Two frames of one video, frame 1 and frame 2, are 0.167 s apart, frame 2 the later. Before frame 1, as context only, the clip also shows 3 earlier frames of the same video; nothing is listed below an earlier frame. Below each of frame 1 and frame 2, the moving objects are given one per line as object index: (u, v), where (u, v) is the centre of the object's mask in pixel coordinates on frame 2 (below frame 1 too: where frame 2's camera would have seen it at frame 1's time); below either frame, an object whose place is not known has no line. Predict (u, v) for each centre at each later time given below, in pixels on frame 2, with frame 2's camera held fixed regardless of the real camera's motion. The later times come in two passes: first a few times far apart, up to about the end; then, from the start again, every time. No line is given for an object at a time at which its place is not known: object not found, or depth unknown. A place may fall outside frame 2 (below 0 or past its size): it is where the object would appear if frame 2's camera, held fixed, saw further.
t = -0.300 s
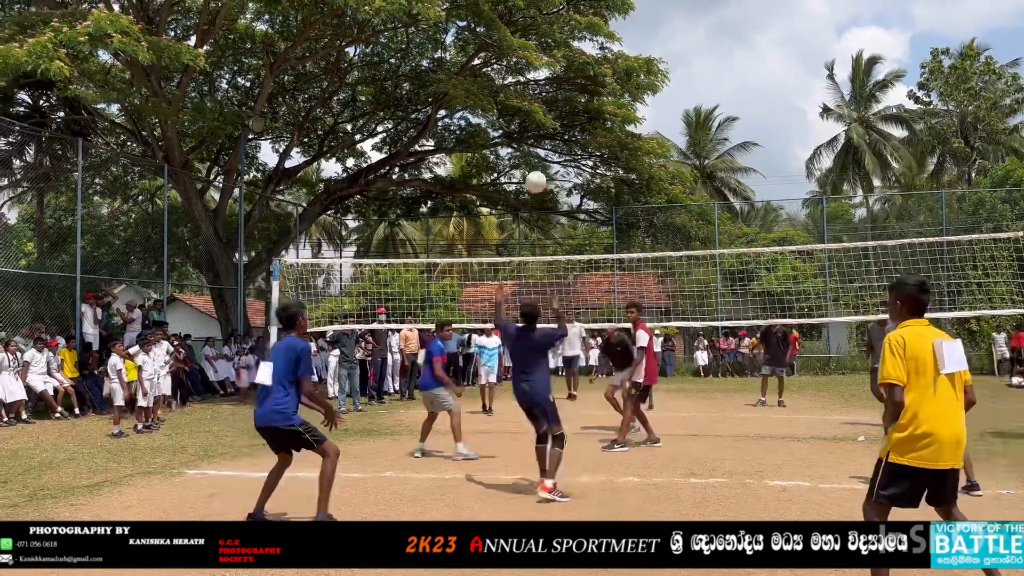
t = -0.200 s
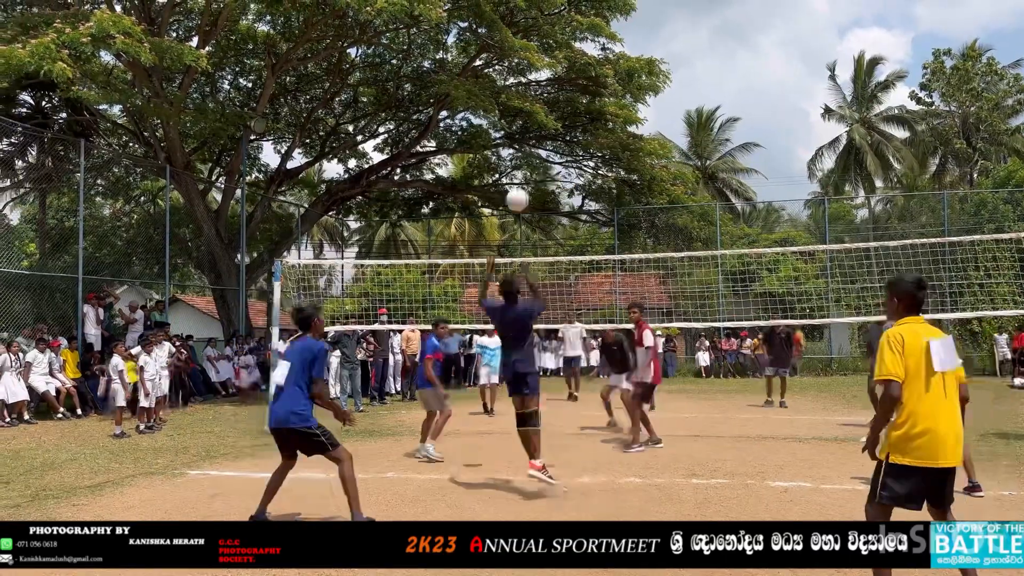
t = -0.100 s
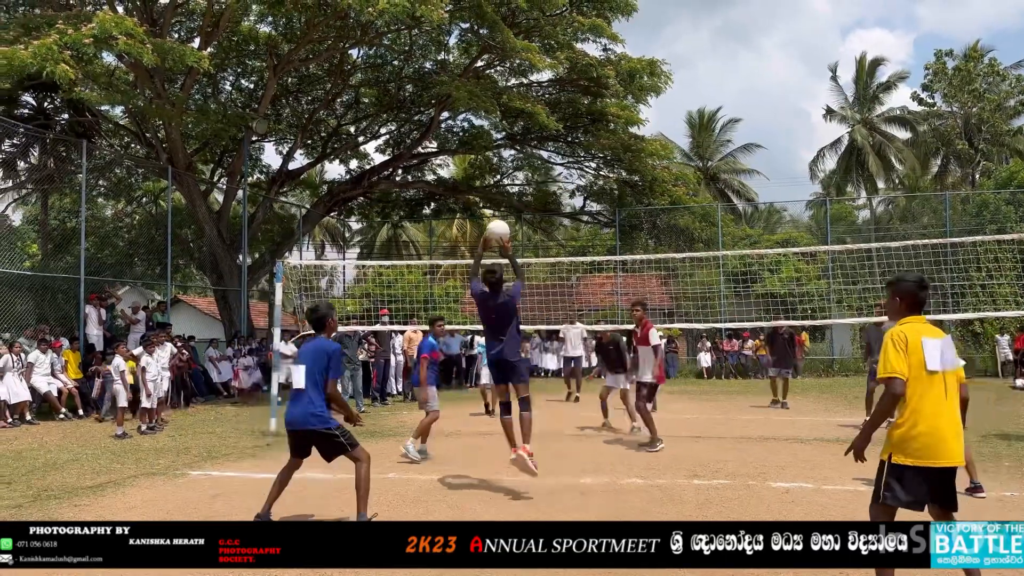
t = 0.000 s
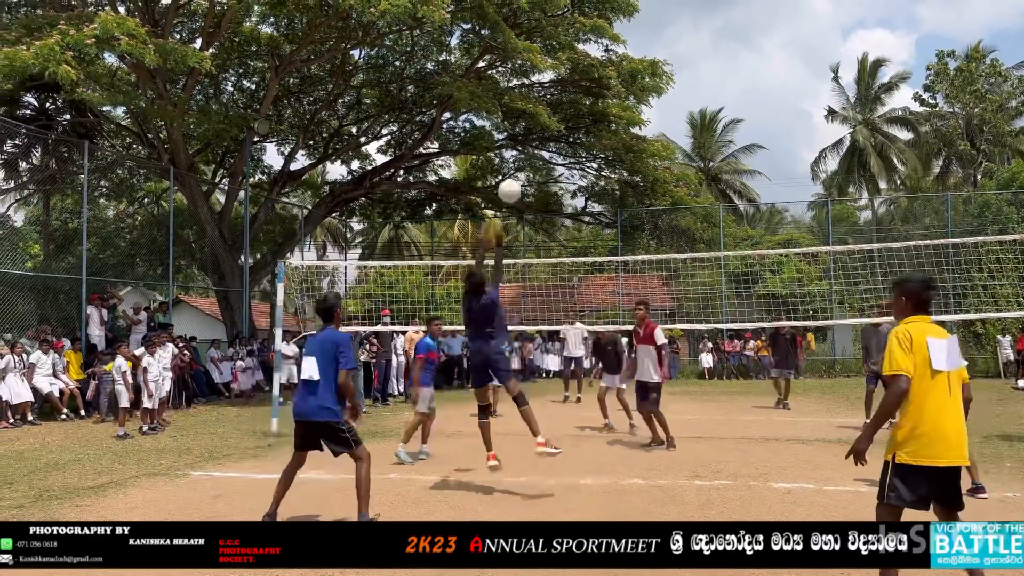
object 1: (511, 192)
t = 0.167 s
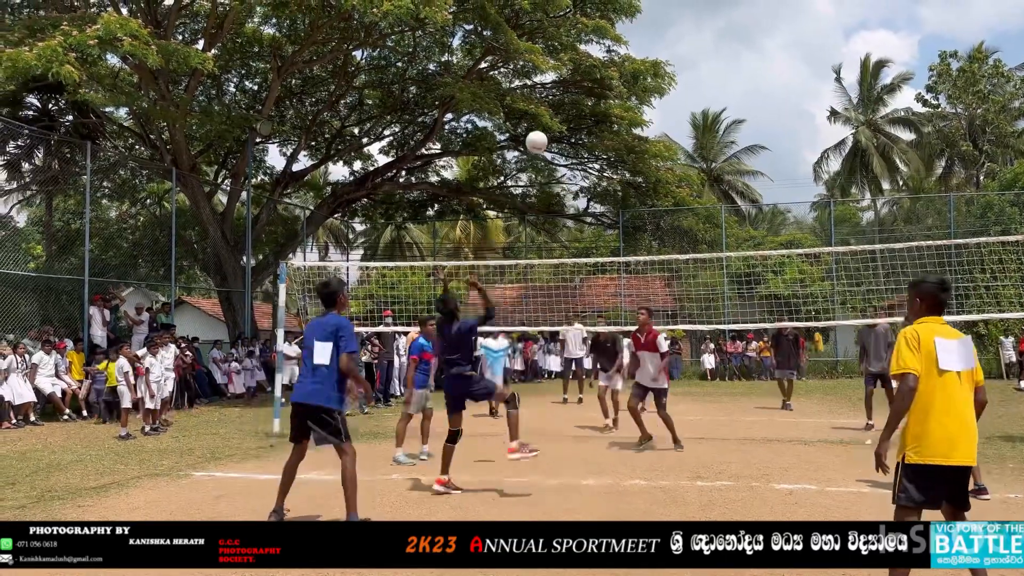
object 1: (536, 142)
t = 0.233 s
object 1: (545, 132)
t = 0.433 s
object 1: (572, 129)
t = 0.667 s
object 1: (602, 170)
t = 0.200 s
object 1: (541, 136)
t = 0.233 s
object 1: (545, 132)
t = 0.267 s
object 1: (550, 128)
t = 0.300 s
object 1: (554, 126)
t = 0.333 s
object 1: (559, 125)
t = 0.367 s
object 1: (563, 125)
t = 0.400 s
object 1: (567, 126)
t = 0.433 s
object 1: (572, 129)
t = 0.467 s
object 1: (576, 132)
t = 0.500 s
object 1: (580, 136)
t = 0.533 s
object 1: (584, 142)
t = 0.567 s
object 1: (589, 147)
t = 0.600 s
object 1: (593, 153)
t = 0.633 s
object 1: (597, 161)
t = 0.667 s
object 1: (602, 170)
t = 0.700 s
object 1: (604, 179)
